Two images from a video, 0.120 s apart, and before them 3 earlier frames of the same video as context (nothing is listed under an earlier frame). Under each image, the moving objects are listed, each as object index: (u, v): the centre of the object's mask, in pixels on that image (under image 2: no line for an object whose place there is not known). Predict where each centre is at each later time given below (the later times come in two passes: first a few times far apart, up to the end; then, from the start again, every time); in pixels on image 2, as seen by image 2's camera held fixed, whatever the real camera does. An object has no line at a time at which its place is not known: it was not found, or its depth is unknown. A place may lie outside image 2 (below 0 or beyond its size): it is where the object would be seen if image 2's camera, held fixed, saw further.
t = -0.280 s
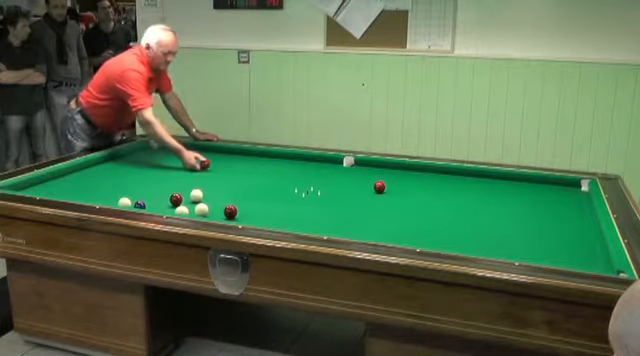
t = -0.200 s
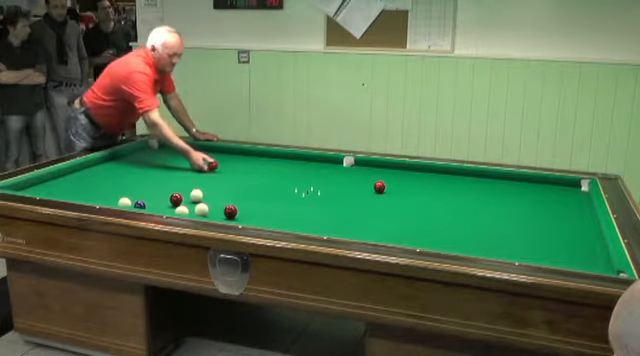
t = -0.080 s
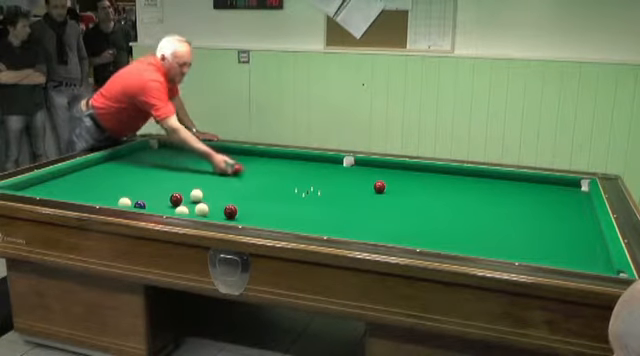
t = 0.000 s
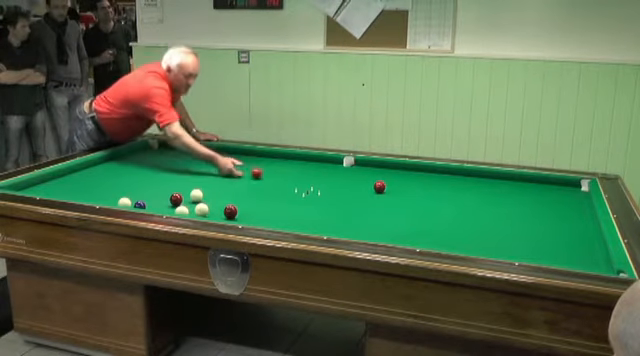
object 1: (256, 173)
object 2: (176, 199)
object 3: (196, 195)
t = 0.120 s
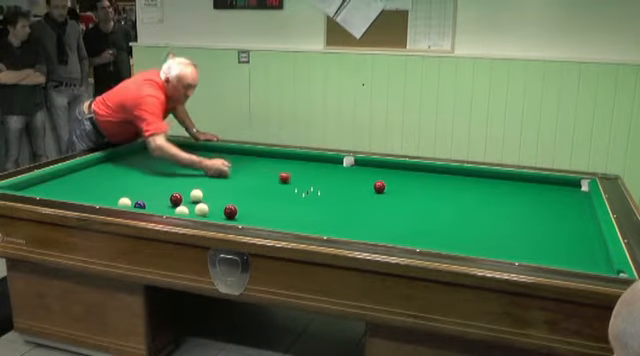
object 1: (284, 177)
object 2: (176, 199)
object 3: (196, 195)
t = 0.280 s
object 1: (319, 182)
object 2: (176, 199)
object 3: (196, 195)
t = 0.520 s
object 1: (371, 190)
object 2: (176, 199)
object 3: (196, 195)
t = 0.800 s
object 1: (438, 200)
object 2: (176, 199)
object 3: (196, 195)
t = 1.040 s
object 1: (496, 209)
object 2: (176, 199)
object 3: (196, 195)
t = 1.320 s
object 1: (569, 220)
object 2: (176, 199)
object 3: (196, 195)
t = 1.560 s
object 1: (564, 221)
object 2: (176, 199)
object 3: (196, 195)
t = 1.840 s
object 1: (523, 219)
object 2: (176, 199)
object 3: (196, 195)
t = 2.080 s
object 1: (489, 216)
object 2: (176, 199)
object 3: (196, 195)
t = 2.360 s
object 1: (449, 213)
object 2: (176, 199)
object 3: (196, 195)
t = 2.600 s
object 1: (416, 210)
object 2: (176, 199)
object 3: (196, 195)
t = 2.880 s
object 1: (379, 207)
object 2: (176, 199)
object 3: (196, 195)
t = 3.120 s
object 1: (348, 205)
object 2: (176, 199)
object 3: (196, 195)
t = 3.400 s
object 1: (313, 204)
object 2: (176, 199)
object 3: (196, 195)
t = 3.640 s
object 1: (284, 200)
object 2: (176, 199)
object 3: (196, 195)
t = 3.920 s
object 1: (252, 198)
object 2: (176, 199)
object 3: (196, 195)
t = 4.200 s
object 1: (221, 196)
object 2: (176, 199)
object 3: (196, 195)
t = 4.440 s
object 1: (206, 193)
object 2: (176, 199)
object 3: (188, 195)
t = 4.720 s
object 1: (197, 190)
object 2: (171, 201)
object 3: (175, 193)
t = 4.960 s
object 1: (190, 188)
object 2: (167, 203)
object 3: (164, 193)
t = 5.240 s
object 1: (183, 185)
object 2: (163, 203)
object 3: (153, 193)
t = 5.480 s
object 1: (178, 183)
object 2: (160, 205)
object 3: (144, 192)
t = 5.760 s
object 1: (172, 180)
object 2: (158, 205)
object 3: (135, 192)
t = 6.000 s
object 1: (167, 179)
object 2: (156, 206)
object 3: (128, 190)
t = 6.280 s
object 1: (162, 177)
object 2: (155, 206)
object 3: (119, 190)
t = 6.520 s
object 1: (158, 175)
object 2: (153, 207)
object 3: (113, 190)
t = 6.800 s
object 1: (154, 174)
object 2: (153, 207)
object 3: (106, 190)
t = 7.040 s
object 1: (151, 172)
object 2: (152, 207)
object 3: (101, 189)
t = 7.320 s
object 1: (147, 171)
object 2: (152, 207)
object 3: (97, 188)
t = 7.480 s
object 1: (146, 170)
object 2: (152, 207)
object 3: (94, 188)
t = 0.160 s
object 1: (293, 178)
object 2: (176, 199)
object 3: (196, 195)
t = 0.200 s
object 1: (302, 180)
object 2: (176, 199)
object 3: (196, 195)
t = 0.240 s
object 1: (311, 180)
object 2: (176, 199)
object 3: (196, 195)
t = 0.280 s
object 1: (319, 182)
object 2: (176, 199)
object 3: (196, 195)
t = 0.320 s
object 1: (328, 184)
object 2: (176, 199)
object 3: (196, 195)
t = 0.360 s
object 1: (336, 185)
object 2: (176, 199)
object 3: (196, 195)
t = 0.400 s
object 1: (345, 186)
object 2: (176, 199)
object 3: (196, 195)
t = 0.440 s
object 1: (354, 187)
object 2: (176, 199)
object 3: (196, 195)
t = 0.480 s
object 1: (363, 189)
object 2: (176, 199)
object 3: (196, 195)
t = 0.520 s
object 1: (371, 190)
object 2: (176, 199)
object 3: (196, 195)
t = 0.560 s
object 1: (381, 191)
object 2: (176, 199)
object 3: (196, 195)
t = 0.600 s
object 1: (391, 193)
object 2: (176, 199)
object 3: (196, 195)
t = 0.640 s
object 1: (400, 194)
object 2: (176, 199)
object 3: (196, 195)
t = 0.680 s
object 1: (409, 195)
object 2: (176, 199)
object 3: (196, 195)
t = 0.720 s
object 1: (419, 197)
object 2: (176, 199)
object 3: (196, 195)
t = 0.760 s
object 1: (428, 198)
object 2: (176, 199)
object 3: (196, 195)
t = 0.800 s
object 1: (438, 200)
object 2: (176, 199)
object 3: (196, 195)
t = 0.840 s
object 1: (447, 201)
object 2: (176, 199)
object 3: (196, 195)
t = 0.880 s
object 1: (457, 203)
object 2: (176, 199)
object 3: (196, 195)
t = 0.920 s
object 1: (467, 205)
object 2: (176, 199)
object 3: (196, 195)
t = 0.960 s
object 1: (477, 206)
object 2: (176, 199)
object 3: (196, 195)
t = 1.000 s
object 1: (487, 208)
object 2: (176, 199)
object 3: (196, 195)
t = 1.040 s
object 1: (496, 209)
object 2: (176, 199)
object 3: (196, 195)
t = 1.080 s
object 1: (506, 211)
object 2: (176, 199)
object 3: (196, 195)
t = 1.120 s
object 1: (517, 212)
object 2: (176, 199)
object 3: (196, 195)
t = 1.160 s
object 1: (527, 214)
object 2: (176, 199)
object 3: (196, 195)
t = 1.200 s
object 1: (537, 215)
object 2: (176, 199)
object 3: (196, 195)
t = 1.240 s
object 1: (548, 217)
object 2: (176, 199)
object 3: (196, 195)
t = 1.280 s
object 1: (558, 219)
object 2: (176, 199)
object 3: (196, 195)
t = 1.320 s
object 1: (569, 220)
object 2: (176, 199)
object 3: (196, 195)
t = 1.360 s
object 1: (579, 222)
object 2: (176, 199)
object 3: (196, 195)
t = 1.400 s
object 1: (590, 224)
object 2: (176, 199)
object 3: (196, 195)
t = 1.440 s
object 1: (588, 224)
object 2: (176, 199)
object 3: (196, 195)
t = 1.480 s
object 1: (580, 223)
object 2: (176, 199)
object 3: (196, 195)
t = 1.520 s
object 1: (572, 222)
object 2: (176, 199)
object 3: (196, 195)
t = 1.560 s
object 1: (564, 221)
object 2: (176, 199)
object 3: (196, 195)
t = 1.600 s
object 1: (558, 221)
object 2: (176, 199)
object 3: (196, 195)
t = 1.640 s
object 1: (552, 221)
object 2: (176, 199)
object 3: (196, 195)
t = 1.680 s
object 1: (546, 220)
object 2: (176, 199)
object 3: (196, 195)
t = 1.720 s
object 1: (540, 220)
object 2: (176, 199)
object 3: (196, 195)
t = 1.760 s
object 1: (534, 219)
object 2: (176, 199)
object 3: (196, 195)
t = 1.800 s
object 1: (529, 219)
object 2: (176, 199)
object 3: (196, 195)
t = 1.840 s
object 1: (523, 219)
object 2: (176, 199)
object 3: (196, 195)
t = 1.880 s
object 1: (517, 218)
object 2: (176, 199)
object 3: (196, 195)
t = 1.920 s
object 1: (511, 218)
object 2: (176, 199)
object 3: (196, 195)
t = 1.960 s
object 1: (506, 217)
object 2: (176, 199)
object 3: (196, 195)
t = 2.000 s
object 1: (500, 216)
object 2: (176, 199)
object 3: (196, 195)
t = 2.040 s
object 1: (494, 216)
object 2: (176, 199)
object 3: (196, 195)
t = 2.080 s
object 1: (489, 216)
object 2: (176, 199)
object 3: (196, 195)
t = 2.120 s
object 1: (483, 215)
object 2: (176, 199)
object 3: (196, 195)
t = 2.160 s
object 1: (477, 215)
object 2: (176, 199)
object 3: (196, 195)
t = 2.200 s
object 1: (472, 214)
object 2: (176, 199)
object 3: (196, 195)
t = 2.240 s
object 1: (466, 214)
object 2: (176, 199)
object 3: (196, 195)
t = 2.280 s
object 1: (461, 214)
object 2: (176, 199)
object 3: (196, 195)
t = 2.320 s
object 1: (455, 213)
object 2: (176, 199)
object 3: (196, 195)
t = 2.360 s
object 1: (449, 213)
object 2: (176, 199)
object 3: (196, 195)
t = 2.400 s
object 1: (444, 212)
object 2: (176, 199)
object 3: (196, 195)
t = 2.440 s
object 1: (438, 212)
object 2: (176, 199)
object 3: (196, 195)
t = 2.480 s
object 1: (433, 211)
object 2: (176, 199)
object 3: (196, 195)
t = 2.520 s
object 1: (427, 210)
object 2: (176, 199)
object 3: (196, 195)
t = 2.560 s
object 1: (422, 210)
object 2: (176, 199)
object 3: (196, 195)
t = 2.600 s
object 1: (416, 210)
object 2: (176, 199)
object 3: (196, 195)
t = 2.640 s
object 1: (411, 209)
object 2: (176, 199)
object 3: (196, 195)
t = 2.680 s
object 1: (405, 209)
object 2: (176, 199)
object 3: (196, 195)
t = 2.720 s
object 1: (400, 209)
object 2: (176, 199)
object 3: (196, 195)
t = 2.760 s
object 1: (395, 208)
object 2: (176, 199)
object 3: (196, 195)
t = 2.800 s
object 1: (389, 208)
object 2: (176, 199)
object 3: (196, 195)
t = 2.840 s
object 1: (384, 208)
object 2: (176, 199)
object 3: (196, 195)
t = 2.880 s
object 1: (379, 207)
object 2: (176, 199)
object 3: (196, 195)
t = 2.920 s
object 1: (374, 207)
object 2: (176, 199)
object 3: (196, 195)
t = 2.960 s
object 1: (368, 207)
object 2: (176, 199)
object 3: (196, 195)
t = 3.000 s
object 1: (363, 206)
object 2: (176, 199)
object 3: (196, 195)
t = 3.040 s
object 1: (358, 206)
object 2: (176, 199)
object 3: (196, 195)
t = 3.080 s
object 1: (353, 206)
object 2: (176, 199)
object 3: (196, 195)
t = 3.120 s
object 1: (348, 205)
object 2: (176, 199)
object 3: (196, 195)
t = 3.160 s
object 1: (343, 205)
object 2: (176, 199)
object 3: (196, 195)
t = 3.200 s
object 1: (337, 205)
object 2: (176, 199)
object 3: (196, 195)
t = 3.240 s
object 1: (333, 205)
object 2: (176, 199)
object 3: (196, 195)
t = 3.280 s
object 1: (327, 204)
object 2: (176, 199)
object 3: (196, 195)
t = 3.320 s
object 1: (322, 204)
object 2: (176, 199)
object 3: (196, 195)
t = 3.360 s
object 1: (318, 204)
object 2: (176, 199)
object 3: (196, 195)
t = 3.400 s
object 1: (313, 204)
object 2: (176, 199)
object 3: (196, 195)
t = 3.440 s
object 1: (308, 203)
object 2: (176, 199)
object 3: (196, 195)
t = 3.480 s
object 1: (303, 202)
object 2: (176, 199)
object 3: (196, 195)
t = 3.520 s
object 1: (298, 202)
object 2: (176, 199)
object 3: (196, 195)
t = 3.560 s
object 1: (294, 201)
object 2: (176, 199)
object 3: (196, 195)
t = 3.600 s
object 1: (289, 201)
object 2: (176, 199)
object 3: (196, 195)
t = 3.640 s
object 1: (284, 200)
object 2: (176, 199)
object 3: (196, 195)
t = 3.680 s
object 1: (279, 200)
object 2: (176, 199)
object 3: (196, 195)
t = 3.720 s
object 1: (274, 200)
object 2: (176, 199)
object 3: (196, 195)
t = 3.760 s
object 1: (270, 199)
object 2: (176, 199)
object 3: (196, 195)
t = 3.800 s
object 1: (265, 199)
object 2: (176, 199)
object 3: (196, 195)
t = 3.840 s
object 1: (261, 199)
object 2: (176, 199)
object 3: (196, 195)
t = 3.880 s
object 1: (256, 199)
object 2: (176, 199)
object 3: (196, 195)
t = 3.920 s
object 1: (252, 198)
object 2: (176, 199)
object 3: (196, 195)
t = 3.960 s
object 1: (247, 198)
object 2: (176, 199)
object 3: (196, 195)
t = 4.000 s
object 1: (243, 198)
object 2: (176, 199)
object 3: (196, 195)
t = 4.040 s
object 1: (239, 197)
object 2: (176, 199)
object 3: (196, 195)
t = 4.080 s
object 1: (234, 197)
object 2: (176, 199)
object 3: (196, 195)
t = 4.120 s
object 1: (230, 197)
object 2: (176, 199)
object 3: (196, 195)
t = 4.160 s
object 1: (225, 196)
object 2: (176, 199)
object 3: (196, 195)
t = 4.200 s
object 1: (221, 196)
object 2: (176, 199)
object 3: (196, 195)
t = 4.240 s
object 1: (217, 195)
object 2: (176, 199)
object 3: (196, 195)
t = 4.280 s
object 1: (213, 195)
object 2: (176, 199)
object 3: (196, 195)
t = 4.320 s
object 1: (209, 194)
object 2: (176, 199)
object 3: (196, 195)
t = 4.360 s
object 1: (208, 194)
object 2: (176, 199)
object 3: (193, 195)
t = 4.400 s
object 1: (207, 193)
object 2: (176, 199)
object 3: (190, 195)
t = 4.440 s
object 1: (206, 193)
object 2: (176, 199)
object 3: (188, 195)
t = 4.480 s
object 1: (205, 193)
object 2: (176, 199)
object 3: (186, 195)
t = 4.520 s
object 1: (203, 192)
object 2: (175, 199)
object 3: (184, 195)
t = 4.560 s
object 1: (202, 191)
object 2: (174, 199)
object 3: (183, 194)
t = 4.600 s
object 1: (201, 192)
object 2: (174, 200)
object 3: (180, 194)
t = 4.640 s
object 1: (200, 191)
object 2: (173, 200)
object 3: (178, 193)
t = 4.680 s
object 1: (199, 190)
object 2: (172, 201)
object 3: (176, 193)
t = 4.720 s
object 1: (197, 190)
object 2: (171, 201)
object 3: (175, 193)
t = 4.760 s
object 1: (196, 190)
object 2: (170, 201)
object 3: (173, 192)
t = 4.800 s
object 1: (195, 189)
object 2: (169, 201)
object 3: (171, 192)
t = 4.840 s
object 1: (194, 189)
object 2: (169, 201)
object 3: (169, 192)
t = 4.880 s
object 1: (193, 188)
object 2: (168, 202)
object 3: (167, 192)
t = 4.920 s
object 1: (191, 188)
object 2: (167, 202)
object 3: (165, 192)
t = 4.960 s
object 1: (190, 188)
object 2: (167, 203)
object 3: (164, 193)
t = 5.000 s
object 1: (189, 187)
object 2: (166, 203)
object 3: (162, 193)
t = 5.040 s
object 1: (189, 187)
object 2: (166, 204)
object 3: (160, 193)
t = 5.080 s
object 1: (187, 186)
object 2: (165, 203)
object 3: (159, 193)
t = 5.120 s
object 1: (187, 186)
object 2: (165, 203)
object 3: (157, 193)
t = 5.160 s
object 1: (185, 186)
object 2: (164, 203)
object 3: (156, 193)
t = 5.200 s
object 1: (184, 185)
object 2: (164, 203)
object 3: (154, 193)
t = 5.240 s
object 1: (183, 185)
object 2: (163, 203)
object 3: (153, 193)
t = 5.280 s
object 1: (182, 185)
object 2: (162, 203)
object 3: (151, 193)
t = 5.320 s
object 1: (182, 184)
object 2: (162, 204)
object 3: (150, 193)
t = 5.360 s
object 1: (181, 184)
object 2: (162, 204)
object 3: (149, 193)
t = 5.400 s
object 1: (180, 184)
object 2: (161, 205)
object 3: (147, 193)
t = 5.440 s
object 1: (179, 183)
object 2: (161, 205)
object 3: (146, 192)
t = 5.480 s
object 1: (178, 183)
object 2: (160, 205)
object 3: (144, 192)
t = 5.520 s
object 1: (177, 183)
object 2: (160, 205)
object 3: (143, 192)
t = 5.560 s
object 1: (176, 182)
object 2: (160, 205)
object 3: (142, 192)
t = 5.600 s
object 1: (175, 182)
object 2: (159, 205)
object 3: (140, 192)
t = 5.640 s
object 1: (174, 181)
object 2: (159, 205)
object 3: (139, 192)
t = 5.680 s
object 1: (173, 181)
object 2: (158, 205)
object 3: (138, 192)
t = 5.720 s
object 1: (173, 181)
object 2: (158, 205)
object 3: (136, 192)
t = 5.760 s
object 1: (172, 180)
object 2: (158, 205)
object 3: (135, 192)
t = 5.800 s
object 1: (171, 180)
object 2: (157, 205)
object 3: (134, 192)
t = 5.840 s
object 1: (170, 180)
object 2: (157, 205)
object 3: (132, 191)
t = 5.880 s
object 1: (169, 180)
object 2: (157, 206)
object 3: (131, 191)
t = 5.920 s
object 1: (168, 180)
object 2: (157, 206)
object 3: (130, 191)
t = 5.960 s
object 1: (168, 179)
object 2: (156, 206)
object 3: (129, 191)
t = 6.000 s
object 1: (167, 179)
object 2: (156, 206)
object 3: (128, 190)
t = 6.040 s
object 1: (166, 179)
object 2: (156, 206)
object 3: (127, 190)
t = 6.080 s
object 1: (165, 178)
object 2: (155, 206)
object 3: (125, 191)
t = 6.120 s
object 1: (165, 178)
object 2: (155, 206)
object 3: (124, 191)
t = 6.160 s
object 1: (164, 178)
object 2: (155, 206)
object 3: (123, 191)
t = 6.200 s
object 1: (163, 177)
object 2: (155, 206)
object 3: (121, 191)
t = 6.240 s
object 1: (163, 177)
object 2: (155, 206)
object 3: (120, 191)
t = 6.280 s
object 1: (162, 177)
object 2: (155, 206)
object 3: (119, 190)
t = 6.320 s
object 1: (161, 177)
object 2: (154, 206)
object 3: (118, 190)
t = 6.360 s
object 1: (161, 177)
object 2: (154, 206)
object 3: (117, 190)
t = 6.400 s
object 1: (160, 176)
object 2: (154, 206)
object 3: (116, 190)
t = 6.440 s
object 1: (159, 176)
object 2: (154, 206)
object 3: (116, 190)
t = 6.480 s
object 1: (159, 176)
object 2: (154, 206)
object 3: (114, 190)
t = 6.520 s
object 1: (158, 175)
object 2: (153, 207)
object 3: (113, 190)
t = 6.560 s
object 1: (157, 175)
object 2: (153, 206)
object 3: (112, 190)
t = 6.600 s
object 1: (156, 175)
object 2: (153, 207)
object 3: (111, 190)
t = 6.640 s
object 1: (156, 175)
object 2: (153, 207)
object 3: (111, 190)
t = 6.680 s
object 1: (155, 175)
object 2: (153, 207)
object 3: (109, 190)
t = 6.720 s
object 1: (155, 174)
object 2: (153, 207)
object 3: (109, 190)
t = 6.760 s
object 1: (154, 174)
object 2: (153, 207)
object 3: (107, 190)
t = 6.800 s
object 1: (154, 174)
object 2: (153, 207)
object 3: (106, 190)
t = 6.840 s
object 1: (153, 174)
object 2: (153, 207)
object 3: (106, 189)
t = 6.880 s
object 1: (153, 173)
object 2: (152, 207)
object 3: (105, 189)
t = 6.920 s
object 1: (152, 173)
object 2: (152, 207)
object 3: (103, 189)
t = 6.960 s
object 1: (151, 173)
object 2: (152, 207)
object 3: (103, 189)
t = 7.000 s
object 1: (151, 173)
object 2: (152, 207)
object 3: (102, 189)
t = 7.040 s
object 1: (151, 172)
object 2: (152, 207)
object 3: (101, 189)
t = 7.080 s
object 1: (150, 172)
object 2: (152, 207)
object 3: (101, 189)
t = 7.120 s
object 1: (150, 172)
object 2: (152, 207)
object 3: (100, 189)
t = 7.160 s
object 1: (150, 172)
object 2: (152, 207)
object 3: (99, 189)
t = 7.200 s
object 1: (149, 171)
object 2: (152, 207)
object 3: (98, 188)
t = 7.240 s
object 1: (149, 171)
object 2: (152, 207)
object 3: (98, 188)
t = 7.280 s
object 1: (147, 171)
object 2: (152, 207)
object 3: (97, 188)
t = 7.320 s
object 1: (147, 171)
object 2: (152, 207)
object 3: (97, 188)
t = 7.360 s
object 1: (147, 170)
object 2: (152, 207)
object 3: (96, 189)
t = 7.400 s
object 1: (146, 170)
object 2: (152, 207)
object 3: (95, 189)
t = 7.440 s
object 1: (146, 170)
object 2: (152, 207)
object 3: (94, 188)
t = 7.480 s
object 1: (146, 170)
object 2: (152, 207)
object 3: (94, 188)
